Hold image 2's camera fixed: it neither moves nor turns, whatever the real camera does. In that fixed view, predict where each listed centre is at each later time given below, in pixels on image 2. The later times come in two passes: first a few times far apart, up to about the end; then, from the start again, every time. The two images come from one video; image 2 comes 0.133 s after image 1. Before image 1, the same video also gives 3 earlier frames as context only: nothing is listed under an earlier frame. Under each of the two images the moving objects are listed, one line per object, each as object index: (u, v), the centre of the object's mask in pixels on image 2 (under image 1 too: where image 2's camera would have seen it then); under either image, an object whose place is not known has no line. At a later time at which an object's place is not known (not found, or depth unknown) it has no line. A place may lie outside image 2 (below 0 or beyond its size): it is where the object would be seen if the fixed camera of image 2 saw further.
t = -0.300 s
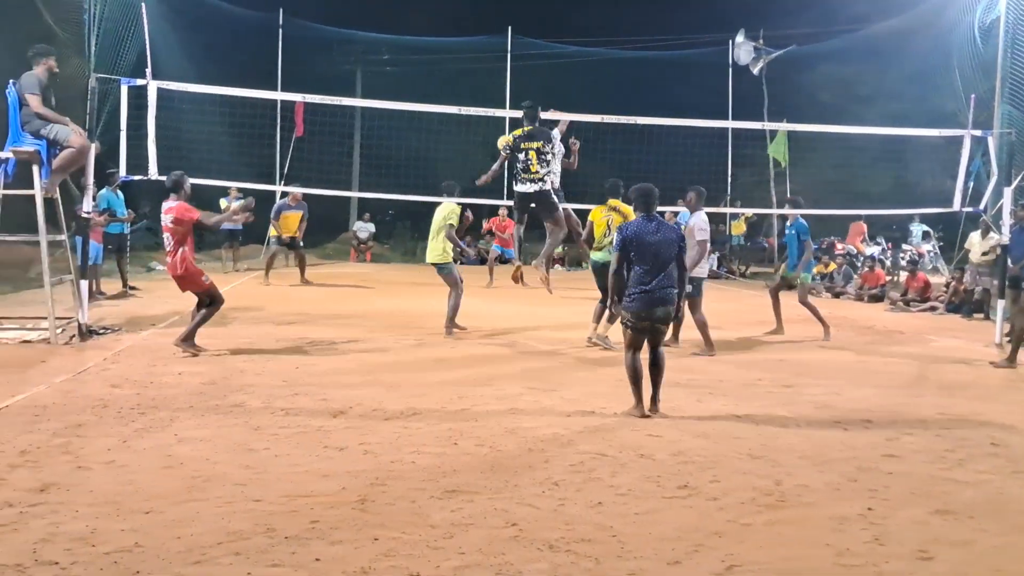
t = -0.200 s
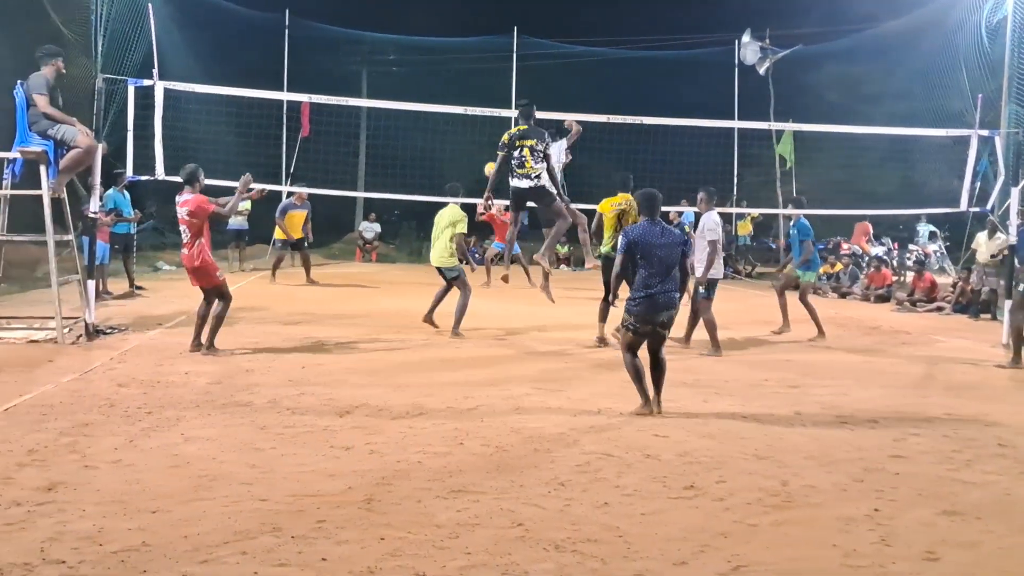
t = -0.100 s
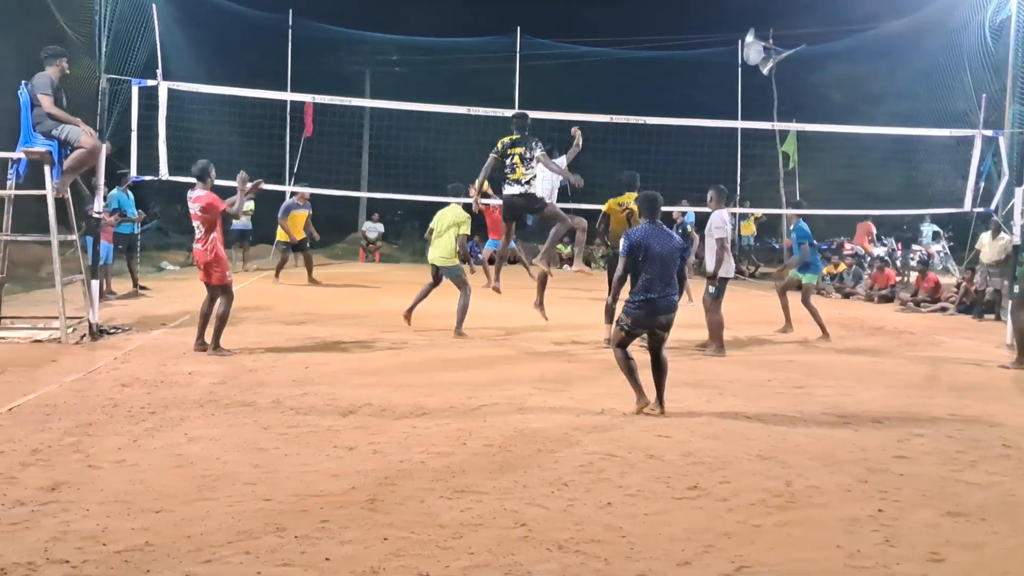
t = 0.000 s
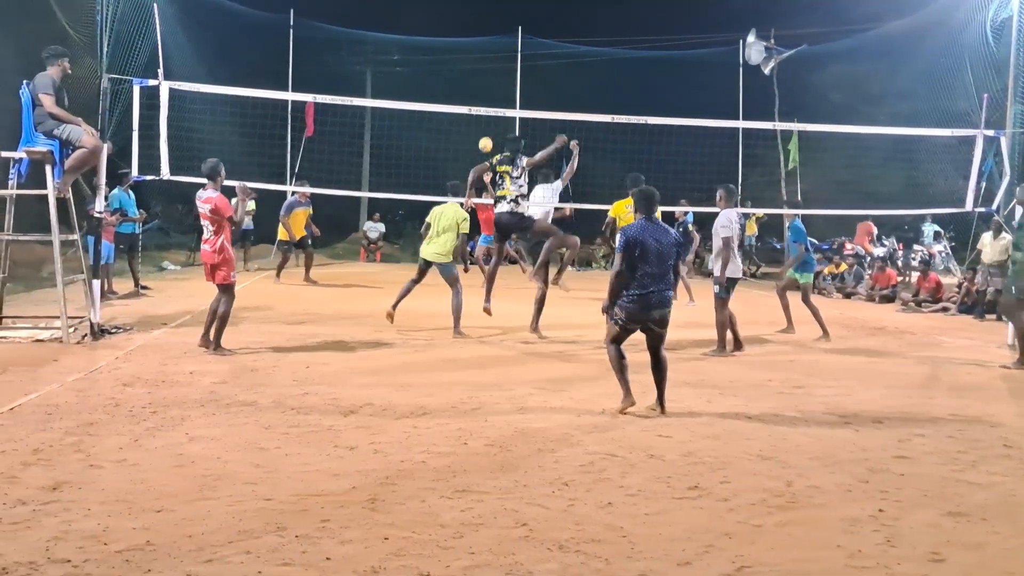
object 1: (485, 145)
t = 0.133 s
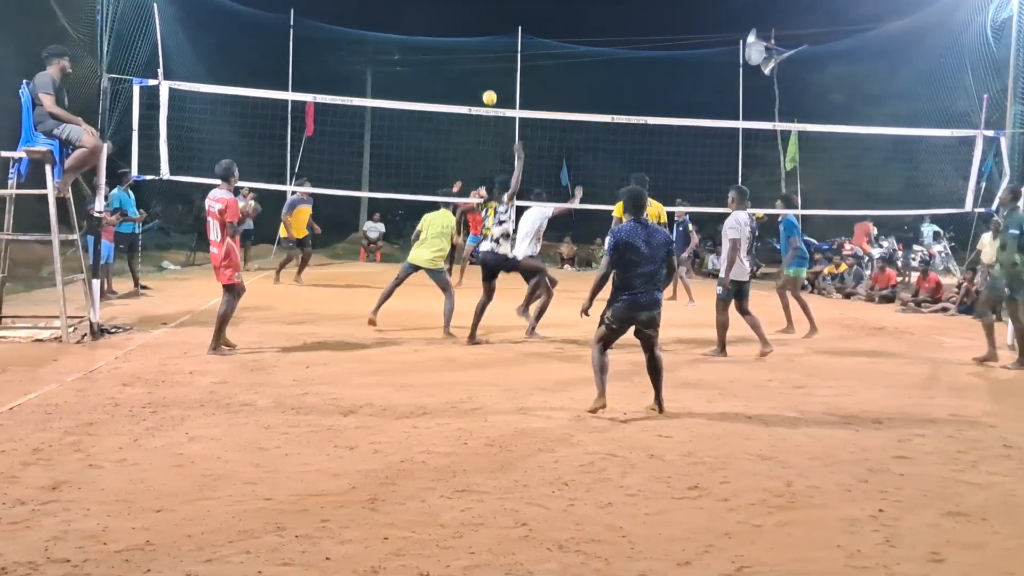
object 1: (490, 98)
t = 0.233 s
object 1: (492, 68)
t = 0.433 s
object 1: (498, 26)
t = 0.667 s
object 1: (503, 8)
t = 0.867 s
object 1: (506, 24)
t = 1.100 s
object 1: (507, 86)
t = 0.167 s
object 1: (490, 87)
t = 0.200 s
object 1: (491, 78)
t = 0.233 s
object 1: (492, 68)
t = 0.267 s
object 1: (493, 60)
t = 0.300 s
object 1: (494, 51)
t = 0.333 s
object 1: (495, 44)
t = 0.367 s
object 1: (496, 37)
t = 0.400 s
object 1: (497, 31)
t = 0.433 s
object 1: (498, 26)
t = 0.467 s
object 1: (499, 21)
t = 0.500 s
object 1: (499, 17)
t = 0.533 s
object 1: (500, 13)
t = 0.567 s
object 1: (500, 11)
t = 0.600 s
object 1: (501, 9)
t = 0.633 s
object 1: (502, 8)
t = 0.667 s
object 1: (503, 8)
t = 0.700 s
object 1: (503, 8)
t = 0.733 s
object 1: (504, 10)
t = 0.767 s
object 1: (504, 12)
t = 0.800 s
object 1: (505, 15)
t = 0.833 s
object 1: (505, 19)
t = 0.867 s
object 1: (506, 24)
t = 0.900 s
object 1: (506, 30)
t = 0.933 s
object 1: (506, 37)
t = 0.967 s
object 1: (506, 45)
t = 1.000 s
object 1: (507, 54)
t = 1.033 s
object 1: (507, 64)
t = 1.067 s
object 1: (507, 75)
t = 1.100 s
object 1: (507, 86)
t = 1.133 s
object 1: (507, 99)
